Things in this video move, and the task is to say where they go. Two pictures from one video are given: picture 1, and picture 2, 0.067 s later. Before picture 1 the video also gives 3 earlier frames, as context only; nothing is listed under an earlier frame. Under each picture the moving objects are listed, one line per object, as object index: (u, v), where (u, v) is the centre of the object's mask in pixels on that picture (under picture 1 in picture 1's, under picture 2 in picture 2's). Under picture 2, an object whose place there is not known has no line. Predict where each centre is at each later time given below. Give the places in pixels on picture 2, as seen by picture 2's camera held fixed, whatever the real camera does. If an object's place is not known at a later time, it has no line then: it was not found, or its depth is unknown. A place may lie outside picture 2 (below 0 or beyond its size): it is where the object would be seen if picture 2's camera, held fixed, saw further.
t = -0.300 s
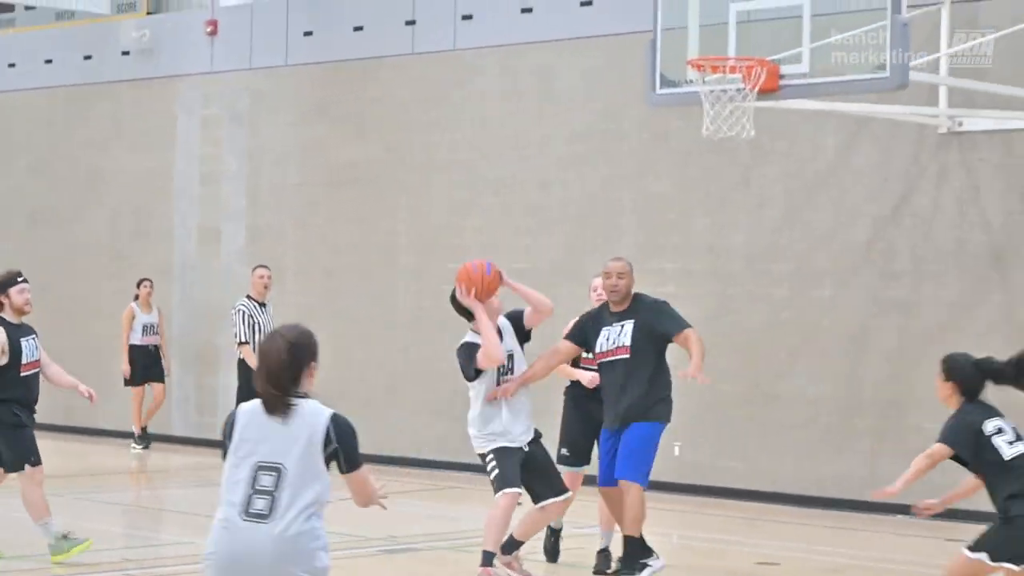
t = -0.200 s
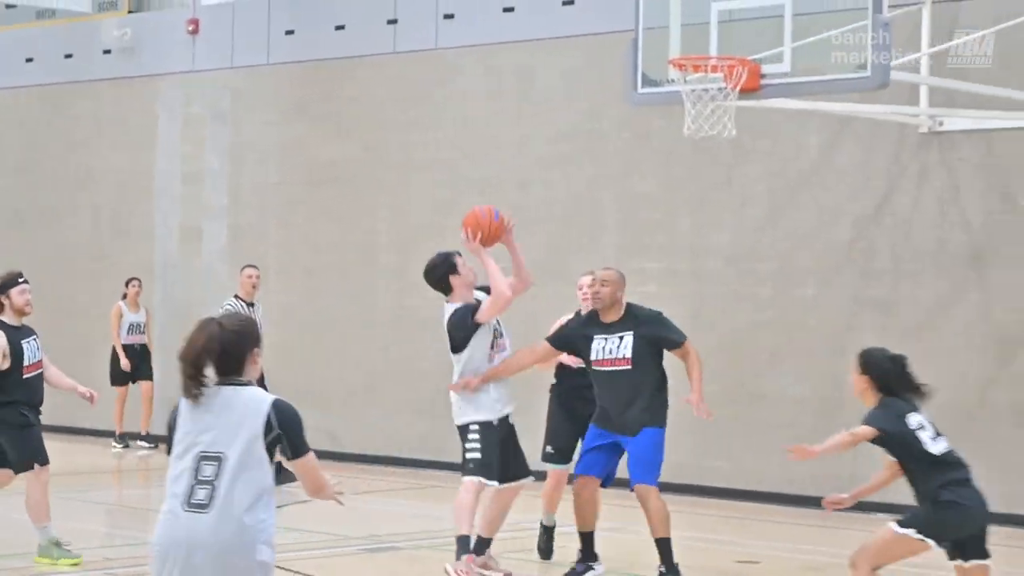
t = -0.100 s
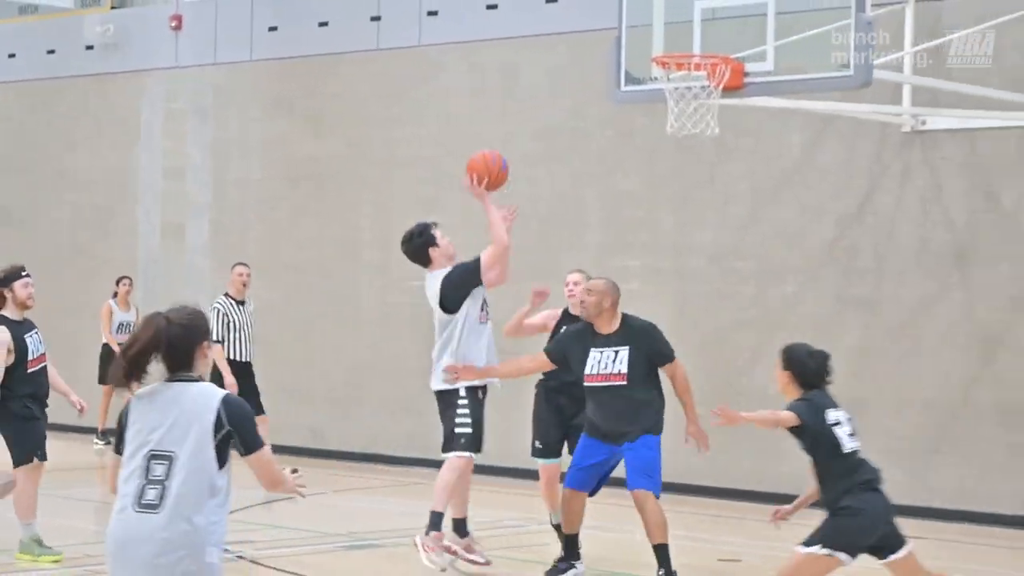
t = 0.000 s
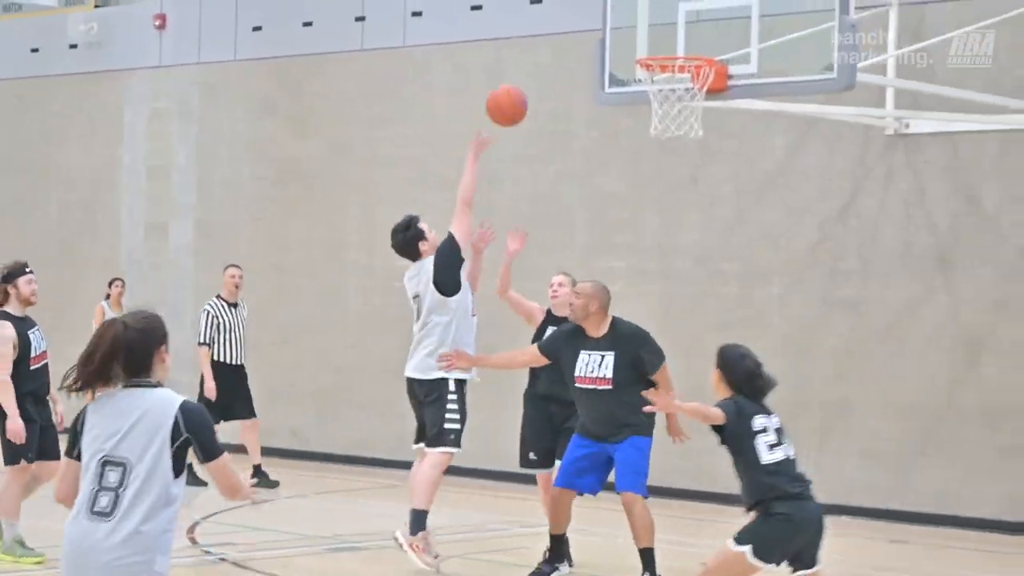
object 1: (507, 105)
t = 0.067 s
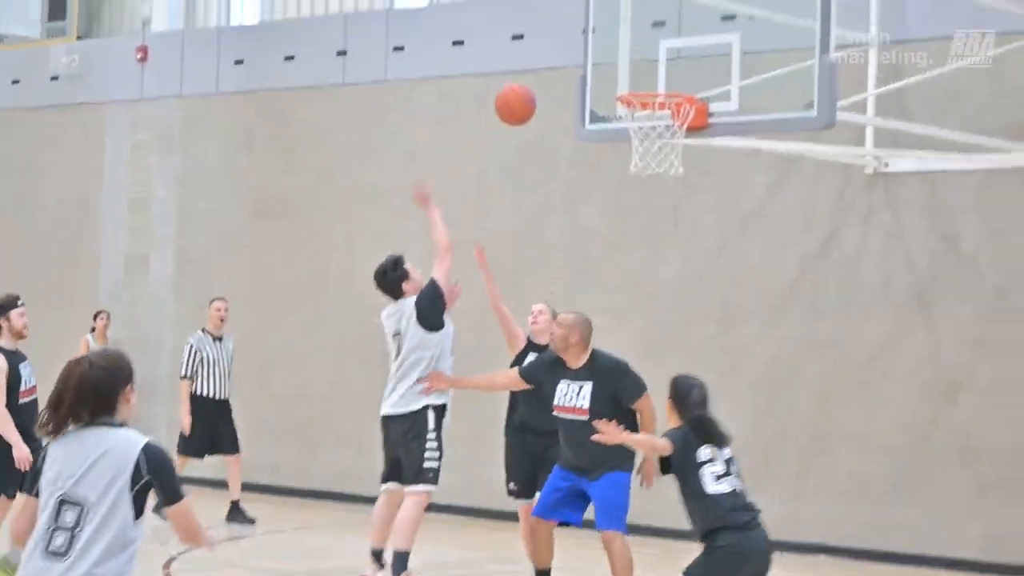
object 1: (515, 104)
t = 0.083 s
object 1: (522, 96)
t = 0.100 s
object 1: (530, 88)
